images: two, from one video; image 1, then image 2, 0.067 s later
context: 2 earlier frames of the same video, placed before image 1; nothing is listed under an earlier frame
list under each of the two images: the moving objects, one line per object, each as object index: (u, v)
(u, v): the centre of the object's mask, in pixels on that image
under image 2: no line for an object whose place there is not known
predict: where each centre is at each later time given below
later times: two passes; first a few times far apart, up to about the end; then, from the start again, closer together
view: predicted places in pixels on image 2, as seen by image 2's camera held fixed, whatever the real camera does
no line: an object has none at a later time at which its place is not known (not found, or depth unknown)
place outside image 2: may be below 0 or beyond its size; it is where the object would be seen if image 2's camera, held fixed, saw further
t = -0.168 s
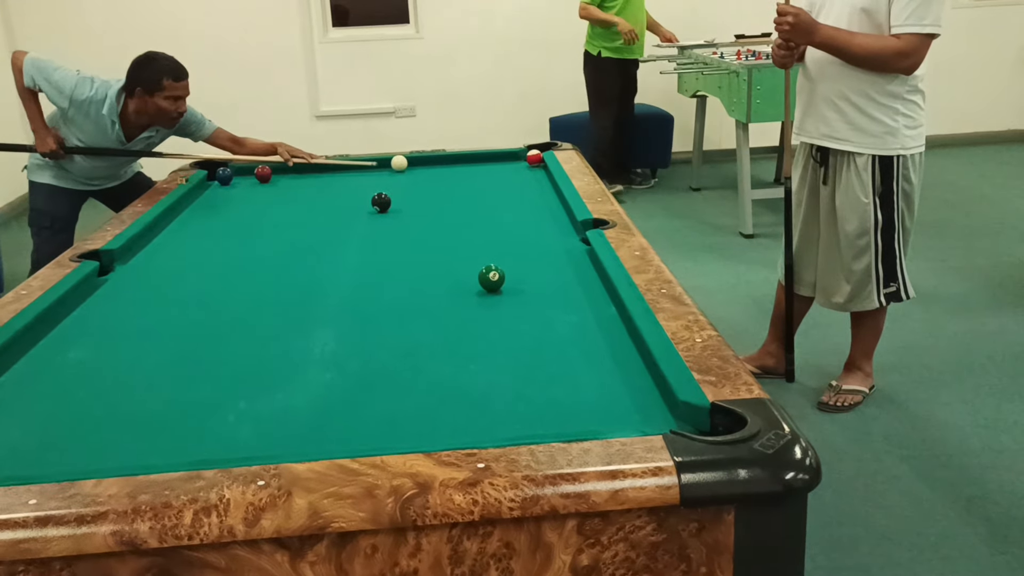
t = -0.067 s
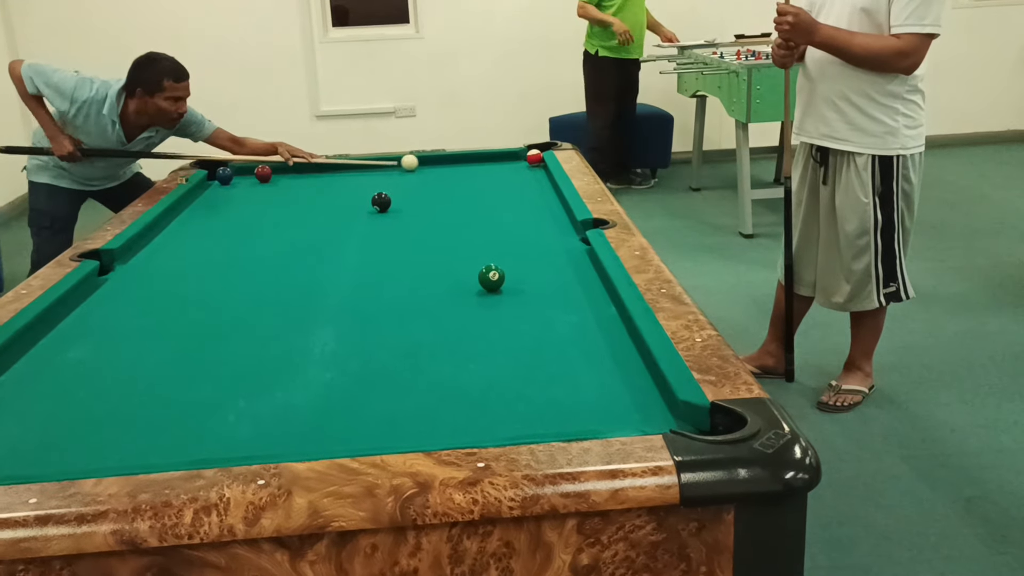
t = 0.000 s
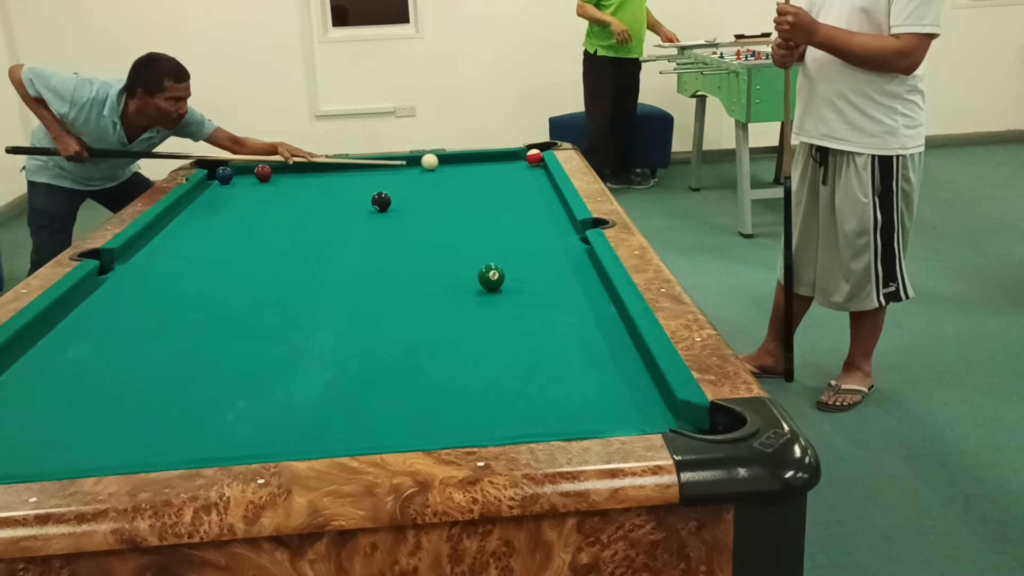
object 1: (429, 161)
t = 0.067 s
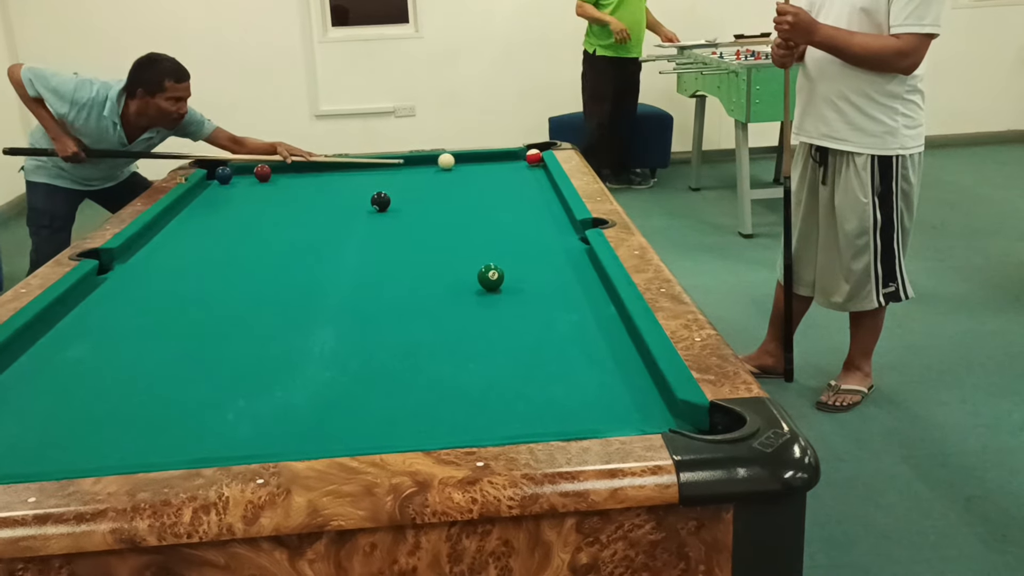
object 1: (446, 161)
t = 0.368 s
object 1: (521, 159)
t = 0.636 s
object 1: (531, 164)
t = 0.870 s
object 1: (520, 169)
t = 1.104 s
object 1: (511, 174)
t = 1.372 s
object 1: (500, 180)
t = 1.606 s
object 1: (491, 185)
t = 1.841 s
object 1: (482, 189)
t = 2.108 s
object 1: (473, 194)
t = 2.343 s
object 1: (465, 198)
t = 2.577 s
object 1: (457, 202)
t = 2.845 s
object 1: (450, 205)
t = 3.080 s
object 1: (444, 209)
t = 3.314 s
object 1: (439, 211)
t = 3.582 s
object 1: (435, 214)
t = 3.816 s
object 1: (432, 216)
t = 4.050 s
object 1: (430, 217)
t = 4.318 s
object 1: (429, 218)
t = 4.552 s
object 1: (429, 218)
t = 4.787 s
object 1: (429, 218)
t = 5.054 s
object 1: (429, 218)
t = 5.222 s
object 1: (429, 218)
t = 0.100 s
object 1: (454, 161)
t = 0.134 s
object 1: (463, 160)
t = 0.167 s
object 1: (471, 160)
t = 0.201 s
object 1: (480, 160)
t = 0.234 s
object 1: (488, 160)
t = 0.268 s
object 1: (496, 160)
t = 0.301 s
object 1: (504, 159)
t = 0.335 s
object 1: (513, 159)
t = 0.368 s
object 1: (521, 159)
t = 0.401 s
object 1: (524, 160)
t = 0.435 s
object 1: (528, 161)
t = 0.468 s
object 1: (533, 161)
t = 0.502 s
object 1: (536, 161)
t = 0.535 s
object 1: (534, 162)
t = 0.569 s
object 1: (533, 163)
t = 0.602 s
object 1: (532, 164)
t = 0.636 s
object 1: (531, 164)
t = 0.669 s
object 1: (529, 165)
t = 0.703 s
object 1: (528, 166)
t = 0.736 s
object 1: (526, 167)
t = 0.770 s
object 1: (525, 167)
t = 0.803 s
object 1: (523, 168)
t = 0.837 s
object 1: (522, 169)
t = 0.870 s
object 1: (520, 169)
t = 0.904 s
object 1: (519, 170)
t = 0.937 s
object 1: (518, 171)
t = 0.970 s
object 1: (516, 171)
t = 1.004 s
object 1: (515, 172)
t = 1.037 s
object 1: (513, 173)
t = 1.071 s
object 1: (512, 174)
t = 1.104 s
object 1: (511, 174)
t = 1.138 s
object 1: (509, 175)
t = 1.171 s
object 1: (508, 176)
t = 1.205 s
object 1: (506, 176)
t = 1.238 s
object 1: (505, 177)
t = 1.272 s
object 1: (504, 178)
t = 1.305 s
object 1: (503, 178)
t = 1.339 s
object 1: (501, 179)
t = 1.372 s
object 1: (500, 180)
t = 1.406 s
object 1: (499, 180)
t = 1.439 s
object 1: (498, 181)
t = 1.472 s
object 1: (496, 182)
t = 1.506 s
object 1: (495, 182)
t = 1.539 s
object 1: (494, 183)
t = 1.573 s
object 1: (492, 184)
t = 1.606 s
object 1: (491, 185)
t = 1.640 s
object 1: (490, 185)
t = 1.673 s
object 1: (488, 186)
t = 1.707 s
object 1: (487, 187)
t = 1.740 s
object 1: (486, 187)
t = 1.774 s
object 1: (485, 188)
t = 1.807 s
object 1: (484, 188)
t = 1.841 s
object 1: (482, 189)
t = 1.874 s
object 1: (481, 189)
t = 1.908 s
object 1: (480, 190)
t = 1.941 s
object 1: (479, 191)
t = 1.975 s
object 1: (478, 191)
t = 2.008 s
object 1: (477, 192)
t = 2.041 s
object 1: (475, 193)
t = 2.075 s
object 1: (474, 193)
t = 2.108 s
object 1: (473, 194)
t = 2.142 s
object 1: (472, 194)
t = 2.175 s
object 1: (471, 195)
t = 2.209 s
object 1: (470, 196)
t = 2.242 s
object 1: (468, 196)
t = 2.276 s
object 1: (467, 197)
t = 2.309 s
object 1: (466, 197)
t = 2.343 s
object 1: (465, 198)
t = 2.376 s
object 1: (464, 198)
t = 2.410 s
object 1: (463, 199)
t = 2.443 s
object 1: (461, 199)
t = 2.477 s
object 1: (460, 200)
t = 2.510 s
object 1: (459, 200)
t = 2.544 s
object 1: (458, 201)
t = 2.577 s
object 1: (457, 202)
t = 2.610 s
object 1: (456, 202)
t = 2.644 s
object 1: (455, 202)
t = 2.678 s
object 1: (454, 203)
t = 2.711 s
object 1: (453, 204)
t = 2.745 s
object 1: (452, 204)
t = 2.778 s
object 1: (451, 205)
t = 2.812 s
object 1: (450, 205)
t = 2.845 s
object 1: (450, 205)
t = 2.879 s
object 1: (449, 206)
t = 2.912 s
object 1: (448, 206)
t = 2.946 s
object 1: (447, 207)
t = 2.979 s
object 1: (446, 207)
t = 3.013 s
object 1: (445, 208)
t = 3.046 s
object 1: (445, 208)
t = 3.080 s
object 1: (444, 209)
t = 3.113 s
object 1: (443, 209)
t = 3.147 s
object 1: (442, 209)
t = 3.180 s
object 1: (442, 210)
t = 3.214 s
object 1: (441, 210)
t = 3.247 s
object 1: (441, 211)
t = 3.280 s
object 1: (440, 211)
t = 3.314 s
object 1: (439, 211)
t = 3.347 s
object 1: (438, 212)
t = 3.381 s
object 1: (438, 212)
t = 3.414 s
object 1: (437, 213)
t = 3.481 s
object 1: (437, 213)
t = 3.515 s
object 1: (436, 213)
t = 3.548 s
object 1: (436, 214)
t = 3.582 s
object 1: (435, 214)
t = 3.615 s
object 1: (434, 214)
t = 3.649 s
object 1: (434, 215)
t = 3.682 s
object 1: (434, 215)
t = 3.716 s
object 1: (433, 215)
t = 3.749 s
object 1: (433, 215)
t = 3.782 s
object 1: (432, 216)
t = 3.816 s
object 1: (432, 216)
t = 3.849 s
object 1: (432, 216)
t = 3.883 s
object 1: (431, 216)
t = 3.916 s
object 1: (431, 216)
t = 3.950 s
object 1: (431, 216)
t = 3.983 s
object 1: (431, 217)
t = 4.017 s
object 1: (431, 217)
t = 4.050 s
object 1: (430, 217)
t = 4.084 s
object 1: (430, 217)
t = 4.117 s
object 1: (430, 218)
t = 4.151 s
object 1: (430, 218)
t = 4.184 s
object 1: (429, 218)
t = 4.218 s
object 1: (429, 218)
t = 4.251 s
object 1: (429, 218)
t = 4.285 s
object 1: (429, 218)
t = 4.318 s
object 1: (429, 218)
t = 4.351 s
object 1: (429, 218)
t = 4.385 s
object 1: (429, 218)
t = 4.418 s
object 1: (429, 218)
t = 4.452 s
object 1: (429, 218)
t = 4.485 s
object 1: (429, 218)
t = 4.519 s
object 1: (429, 218)
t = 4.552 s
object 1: (429, 218)
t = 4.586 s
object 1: (429, 218)
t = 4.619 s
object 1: (429, 218)
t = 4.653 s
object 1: (429, 218)
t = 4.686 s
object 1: (429, 218)
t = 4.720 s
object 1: (429, 218)
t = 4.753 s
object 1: (429, 218)
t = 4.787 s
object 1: (429, 218)
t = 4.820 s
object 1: (429, 218)
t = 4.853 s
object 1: (429, 218)
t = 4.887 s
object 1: (429, 218)
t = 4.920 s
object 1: (429, 218)
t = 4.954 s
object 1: (429, 218)
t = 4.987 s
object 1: (429, 218)
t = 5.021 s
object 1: (429, 218)
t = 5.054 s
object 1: (429, 218)
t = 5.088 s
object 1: (429, 218)
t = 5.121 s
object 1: (429, 218)
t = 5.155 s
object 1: (429, 218)
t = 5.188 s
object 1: (429, 218)
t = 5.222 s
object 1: (429, 218)
